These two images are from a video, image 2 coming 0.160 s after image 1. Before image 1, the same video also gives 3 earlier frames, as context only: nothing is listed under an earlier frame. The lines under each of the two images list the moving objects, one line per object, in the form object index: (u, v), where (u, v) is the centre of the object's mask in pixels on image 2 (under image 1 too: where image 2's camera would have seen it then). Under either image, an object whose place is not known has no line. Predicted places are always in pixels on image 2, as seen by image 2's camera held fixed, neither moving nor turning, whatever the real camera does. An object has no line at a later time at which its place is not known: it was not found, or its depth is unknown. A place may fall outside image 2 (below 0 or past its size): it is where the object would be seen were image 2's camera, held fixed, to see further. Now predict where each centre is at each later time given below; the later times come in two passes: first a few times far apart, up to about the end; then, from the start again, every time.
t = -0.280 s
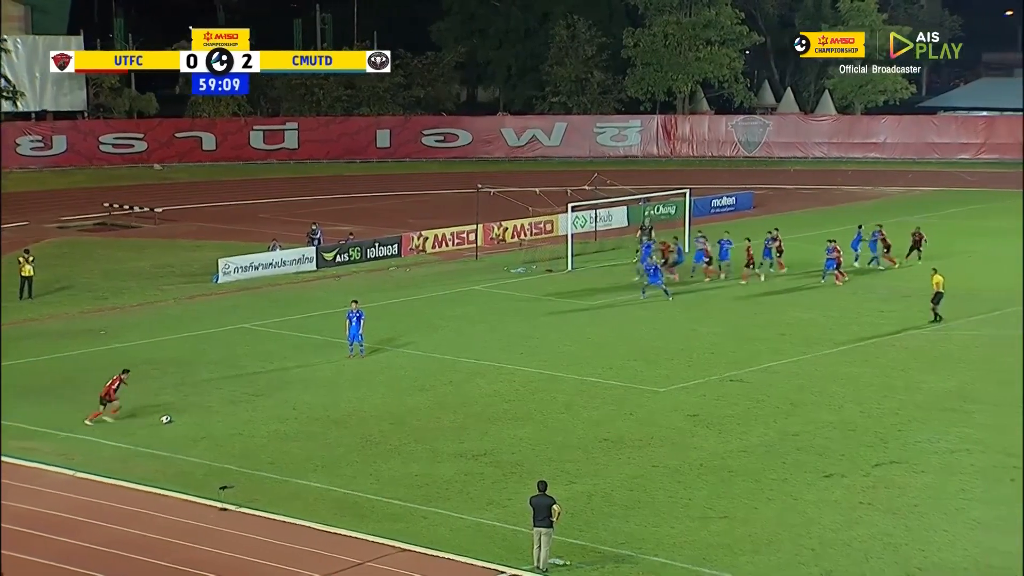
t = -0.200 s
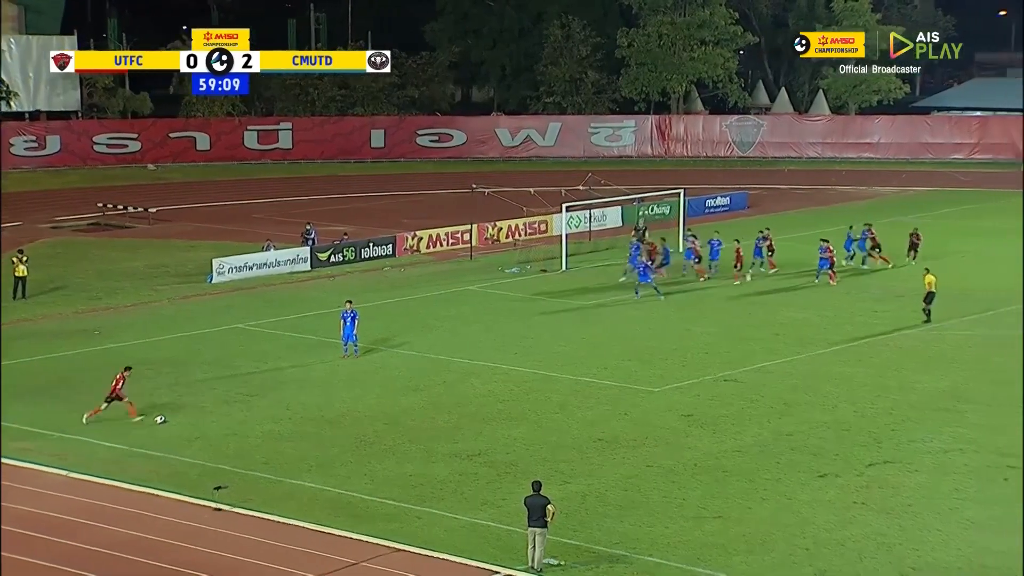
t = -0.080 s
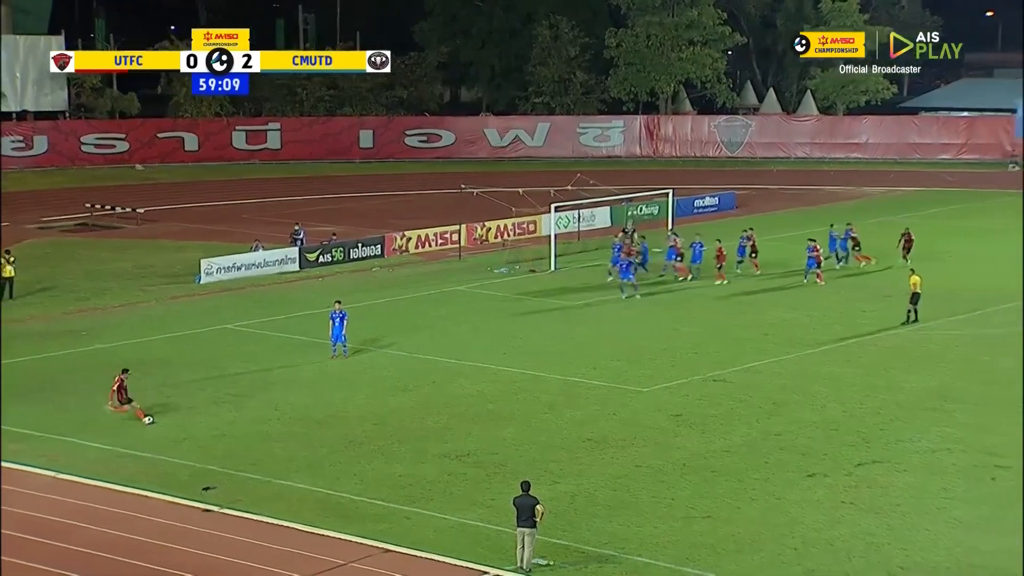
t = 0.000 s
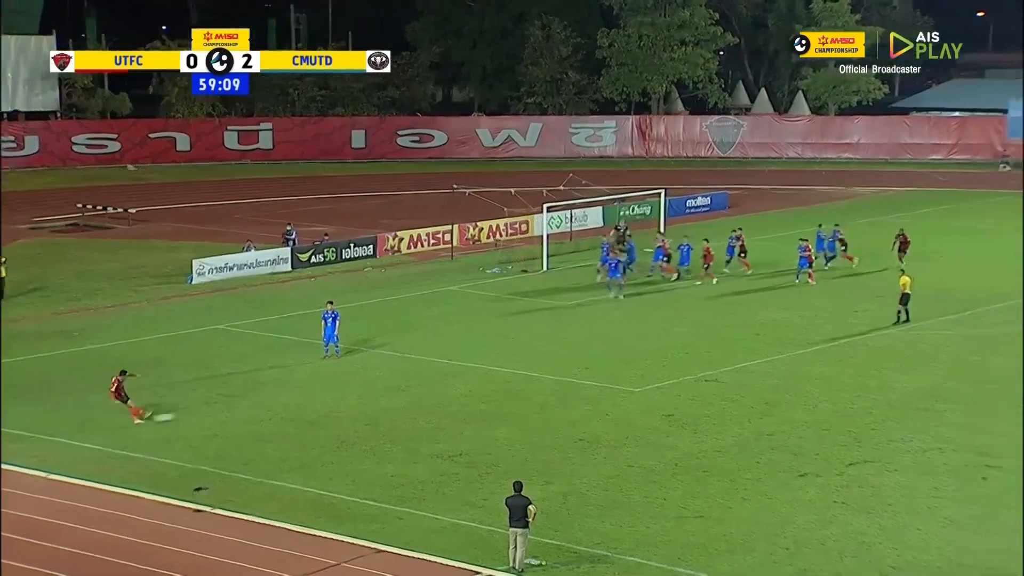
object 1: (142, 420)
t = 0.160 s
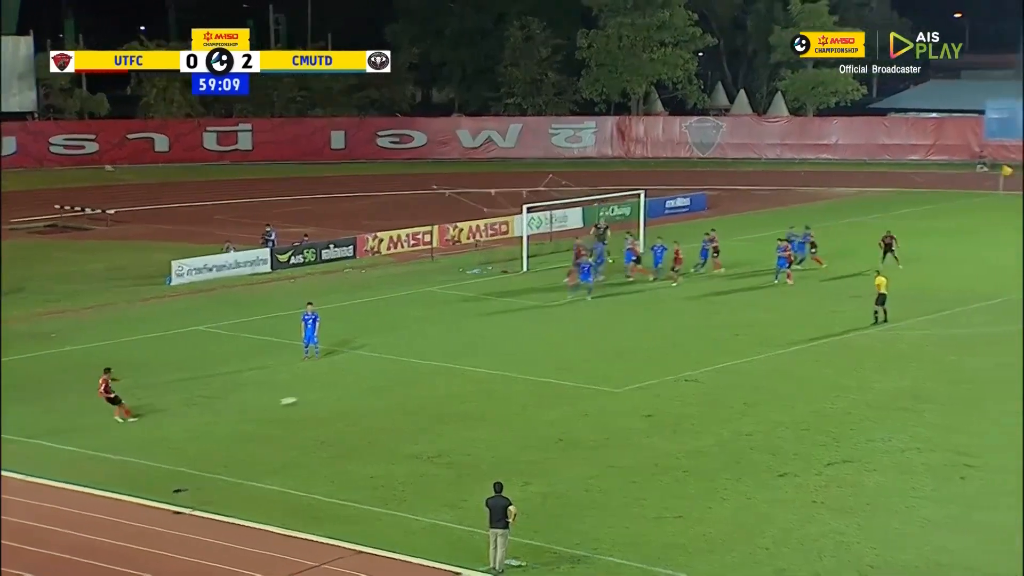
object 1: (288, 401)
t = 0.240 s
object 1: (350, 394)
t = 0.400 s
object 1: (456, 378)
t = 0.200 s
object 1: (320, 397)
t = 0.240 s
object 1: (350, 394)
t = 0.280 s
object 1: (379, 390)
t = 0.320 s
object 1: (405, 386)
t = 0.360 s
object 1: (431, 382)
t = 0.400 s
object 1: (456, 378)
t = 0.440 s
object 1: (480, 375)
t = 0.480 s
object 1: (503, 373)
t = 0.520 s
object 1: (523, 370)
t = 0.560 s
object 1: (543, 366)
